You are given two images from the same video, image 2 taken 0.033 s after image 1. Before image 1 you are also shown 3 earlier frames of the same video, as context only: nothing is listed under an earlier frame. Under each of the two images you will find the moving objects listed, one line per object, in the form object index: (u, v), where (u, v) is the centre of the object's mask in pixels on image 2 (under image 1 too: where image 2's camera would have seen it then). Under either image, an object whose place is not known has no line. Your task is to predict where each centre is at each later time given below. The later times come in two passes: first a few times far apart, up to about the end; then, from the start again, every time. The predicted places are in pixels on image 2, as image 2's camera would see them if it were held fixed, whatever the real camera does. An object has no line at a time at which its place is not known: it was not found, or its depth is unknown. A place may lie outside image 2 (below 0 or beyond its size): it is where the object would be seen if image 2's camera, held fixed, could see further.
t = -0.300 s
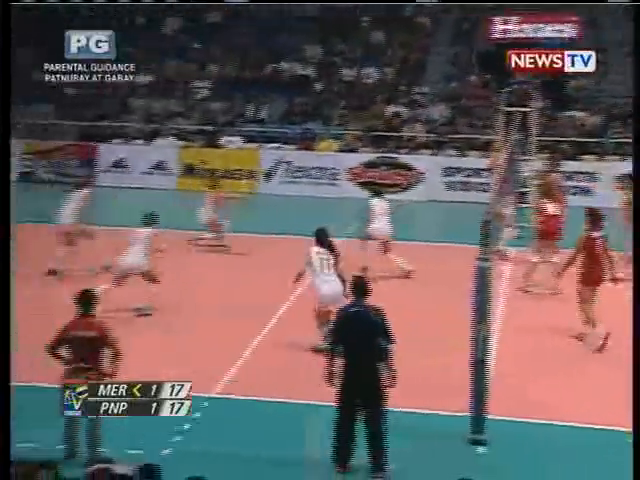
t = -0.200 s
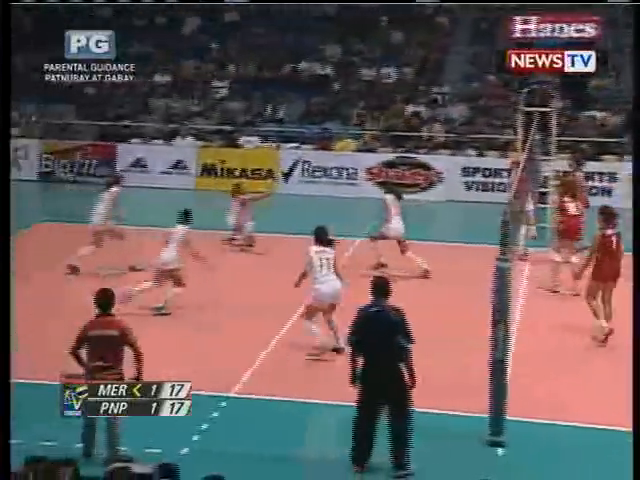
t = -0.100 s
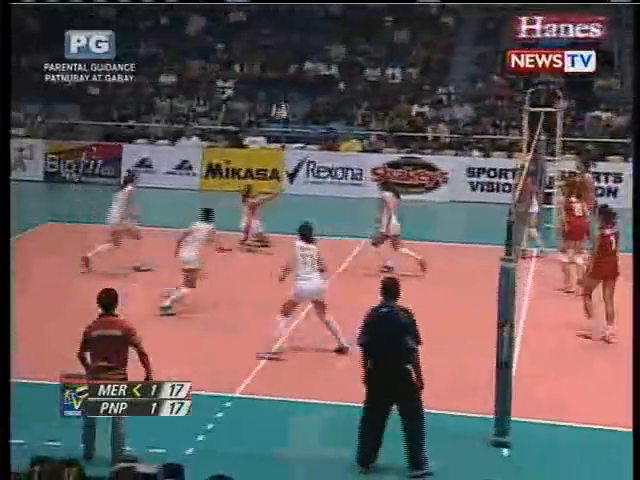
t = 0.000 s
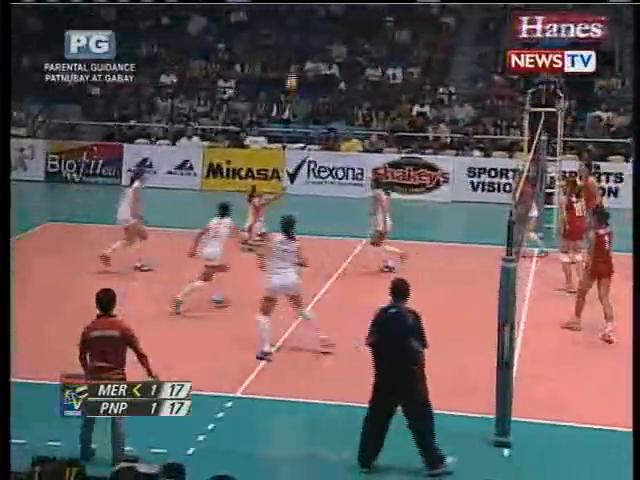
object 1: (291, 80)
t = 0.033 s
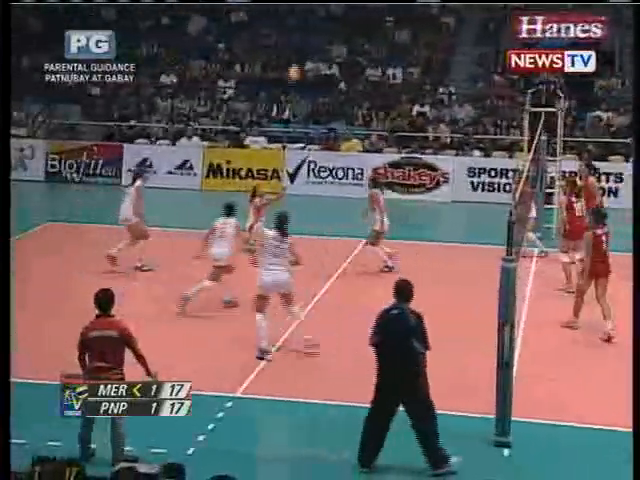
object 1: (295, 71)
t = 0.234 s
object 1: (309, 35)
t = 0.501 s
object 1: (328, 21)
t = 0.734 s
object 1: (343, 49)
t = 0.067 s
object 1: (296, 65)
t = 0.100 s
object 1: (298, 57)
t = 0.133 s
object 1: (301, 51)
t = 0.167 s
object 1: (304, 44)
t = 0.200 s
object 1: (307, 38)
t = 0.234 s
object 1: (309, 35)
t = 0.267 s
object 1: (311, 30)
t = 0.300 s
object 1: (314, 27)
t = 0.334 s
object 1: (317, 24)
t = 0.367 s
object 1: (319, 21)
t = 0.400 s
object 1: (323, 18)
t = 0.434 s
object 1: (324, 19)
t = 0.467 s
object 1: (326, 20)
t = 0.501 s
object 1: (328, 21)
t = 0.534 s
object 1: (330, 22)
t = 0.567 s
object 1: (332, 25)
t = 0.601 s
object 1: (335, 28)
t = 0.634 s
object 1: (338, 32)
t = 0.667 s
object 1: (340, 37)
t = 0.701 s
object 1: (341, 41)
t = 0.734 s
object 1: (343, 49)
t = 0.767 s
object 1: (345, 55)
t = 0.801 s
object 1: (349, 62)
